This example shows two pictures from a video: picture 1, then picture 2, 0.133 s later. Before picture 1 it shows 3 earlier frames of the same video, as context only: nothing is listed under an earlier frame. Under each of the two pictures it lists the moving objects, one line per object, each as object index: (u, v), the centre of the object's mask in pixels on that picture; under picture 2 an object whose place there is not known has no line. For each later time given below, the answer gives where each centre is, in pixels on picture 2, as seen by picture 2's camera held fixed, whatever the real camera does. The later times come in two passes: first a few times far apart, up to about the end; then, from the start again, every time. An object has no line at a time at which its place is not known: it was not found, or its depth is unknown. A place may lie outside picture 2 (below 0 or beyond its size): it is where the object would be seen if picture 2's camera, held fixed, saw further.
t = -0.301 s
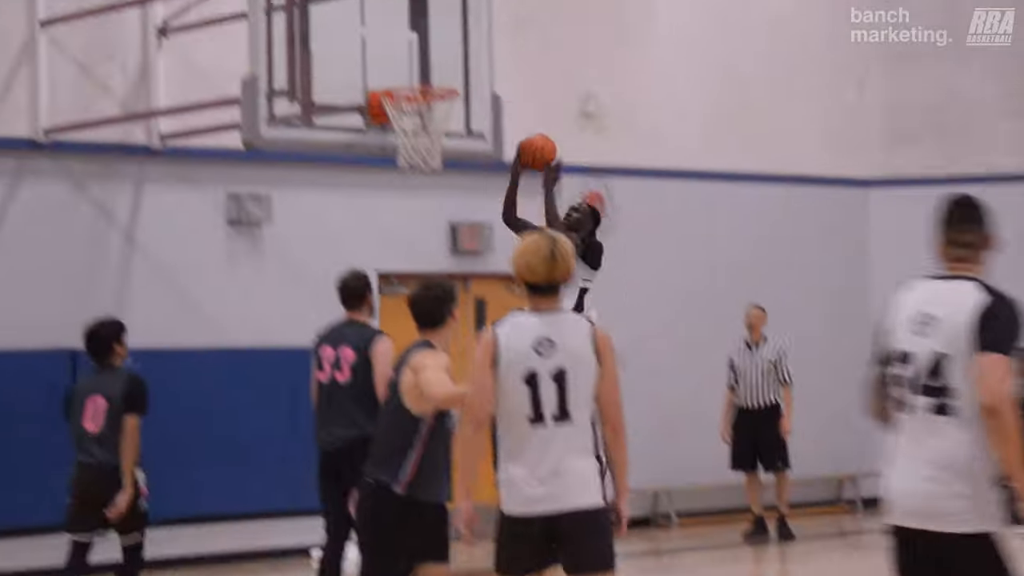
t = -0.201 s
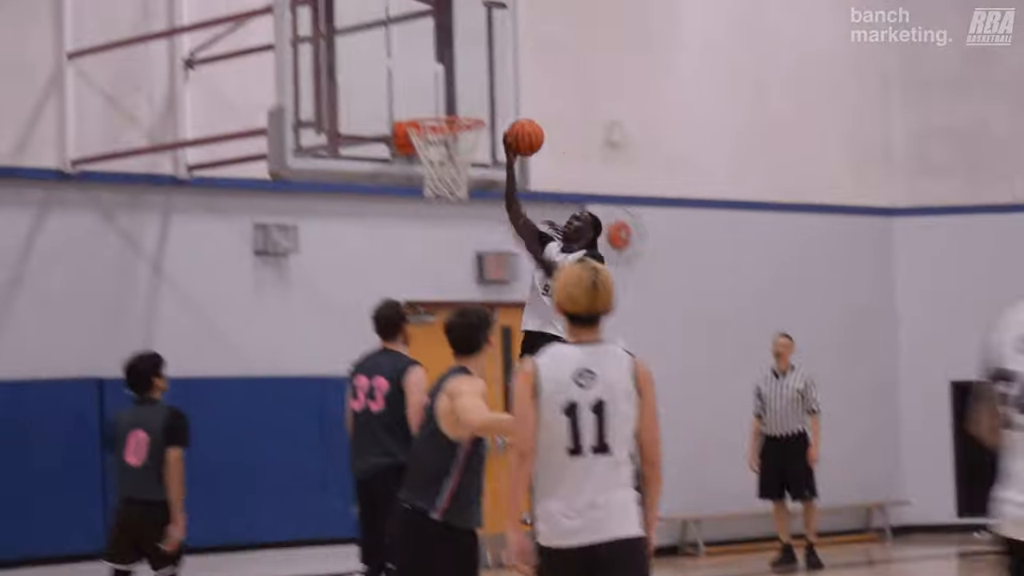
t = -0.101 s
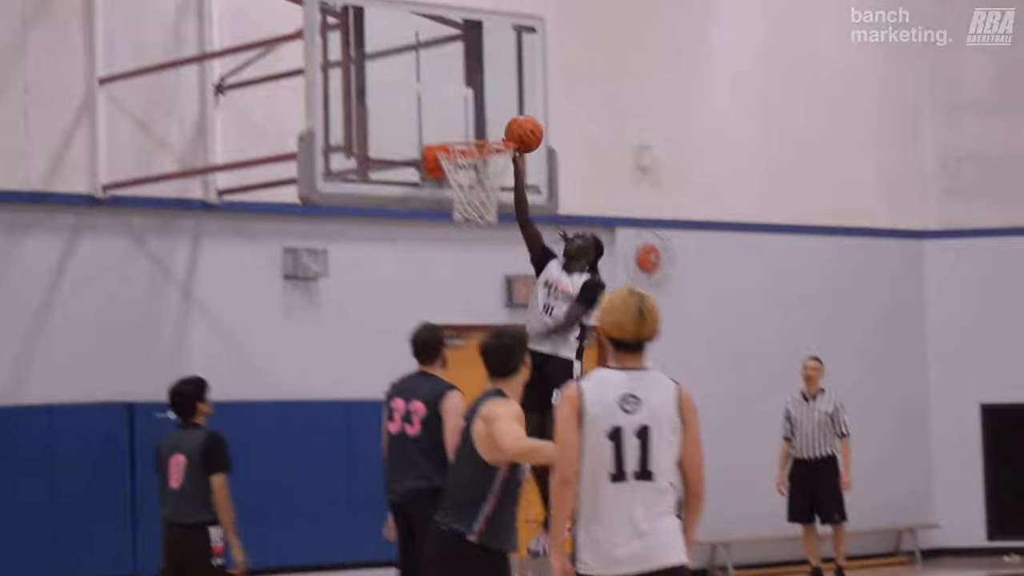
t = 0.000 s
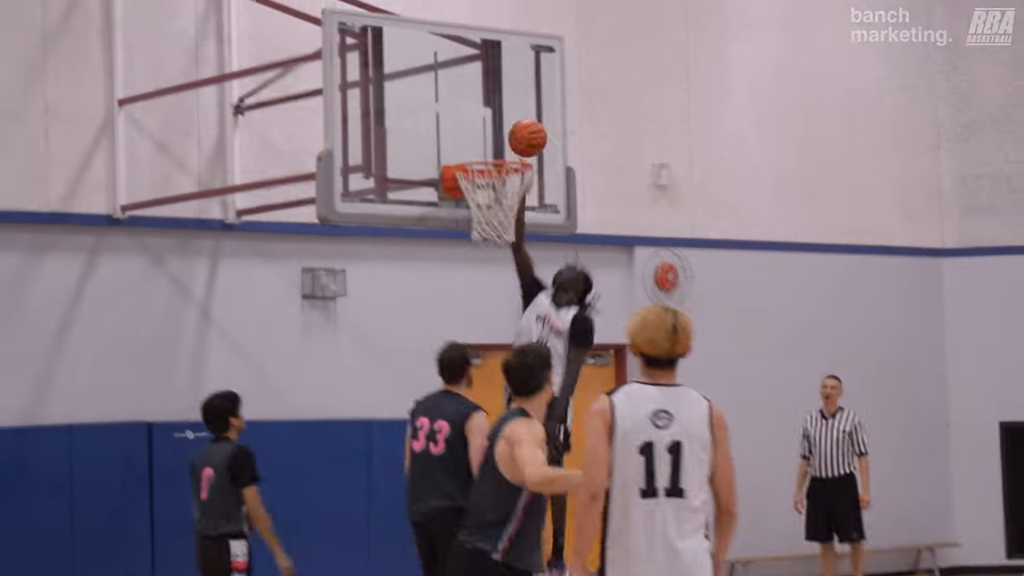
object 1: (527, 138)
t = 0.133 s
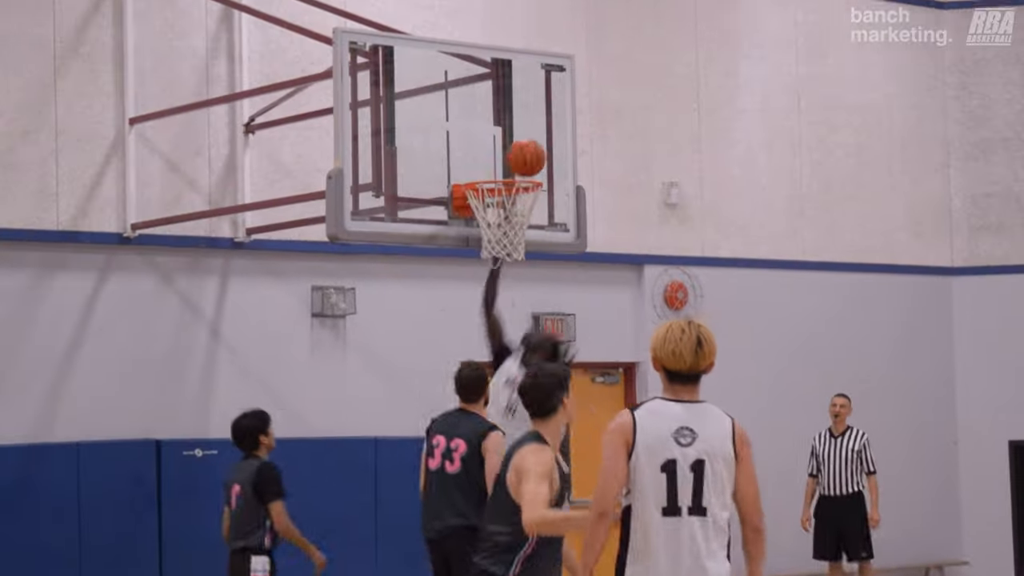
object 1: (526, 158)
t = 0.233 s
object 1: (518, 169)
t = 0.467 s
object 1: (502, 255)
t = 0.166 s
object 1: (523, 162)
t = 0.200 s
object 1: (521, 165)
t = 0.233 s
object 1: (518, 169)
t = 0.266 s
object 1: (517, 186)
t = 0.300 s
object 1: (514, 199)
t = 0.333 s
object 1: (511, 212)
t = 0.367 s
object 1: (508, 225)
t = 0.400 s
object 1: (505, 234)
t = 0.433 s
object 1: (504, 253)
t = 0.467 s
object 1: (502, 255)
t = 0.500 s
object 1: (499, 258)
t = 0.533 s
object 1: (497, 263)
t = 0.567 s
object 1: (495, 273)
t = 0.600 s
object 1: (493, 285)
